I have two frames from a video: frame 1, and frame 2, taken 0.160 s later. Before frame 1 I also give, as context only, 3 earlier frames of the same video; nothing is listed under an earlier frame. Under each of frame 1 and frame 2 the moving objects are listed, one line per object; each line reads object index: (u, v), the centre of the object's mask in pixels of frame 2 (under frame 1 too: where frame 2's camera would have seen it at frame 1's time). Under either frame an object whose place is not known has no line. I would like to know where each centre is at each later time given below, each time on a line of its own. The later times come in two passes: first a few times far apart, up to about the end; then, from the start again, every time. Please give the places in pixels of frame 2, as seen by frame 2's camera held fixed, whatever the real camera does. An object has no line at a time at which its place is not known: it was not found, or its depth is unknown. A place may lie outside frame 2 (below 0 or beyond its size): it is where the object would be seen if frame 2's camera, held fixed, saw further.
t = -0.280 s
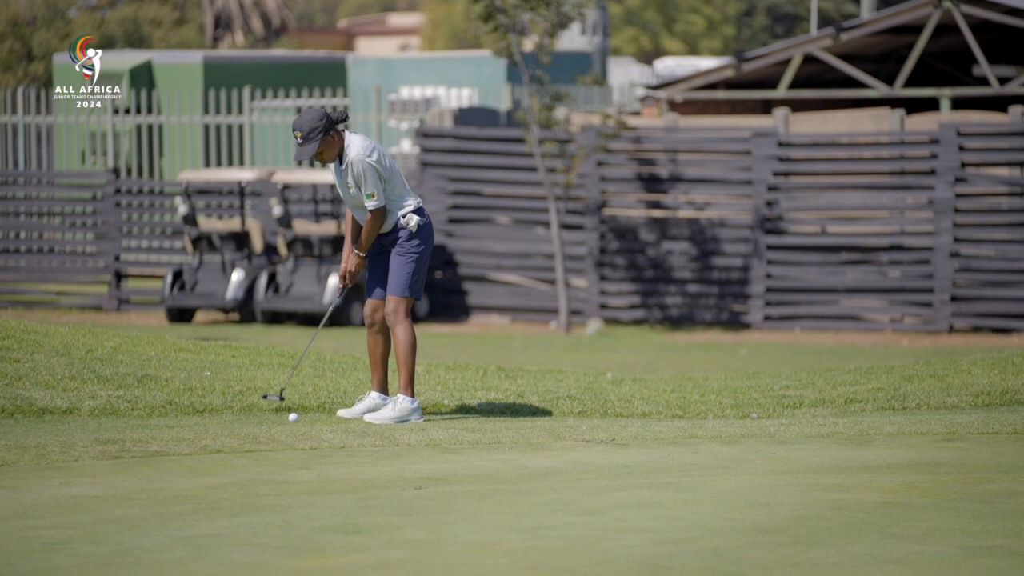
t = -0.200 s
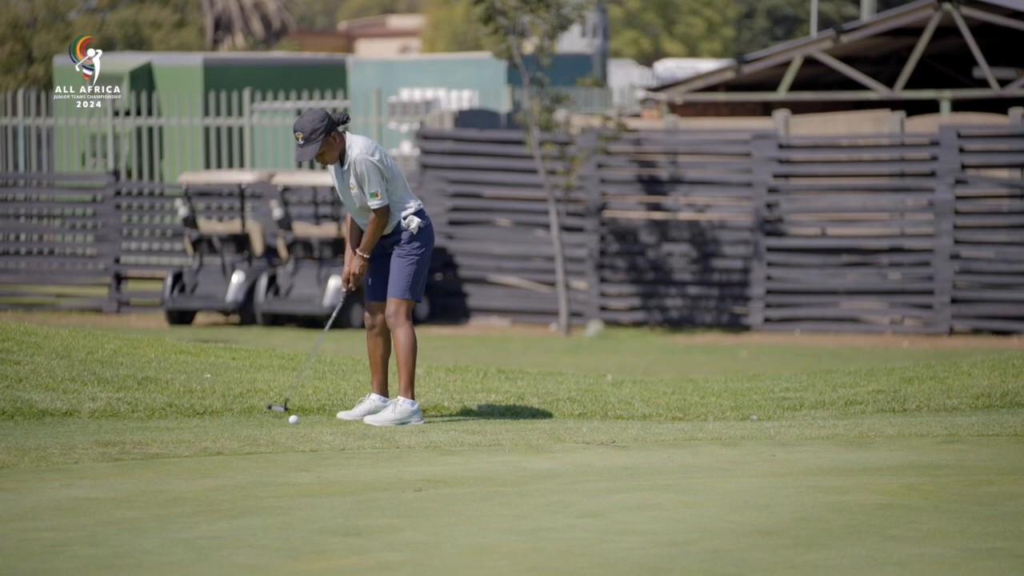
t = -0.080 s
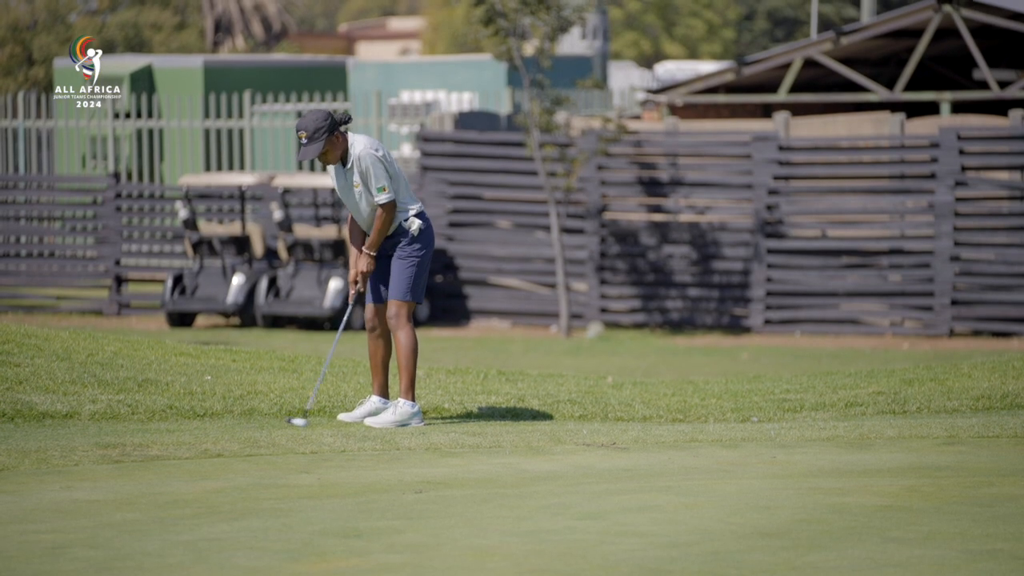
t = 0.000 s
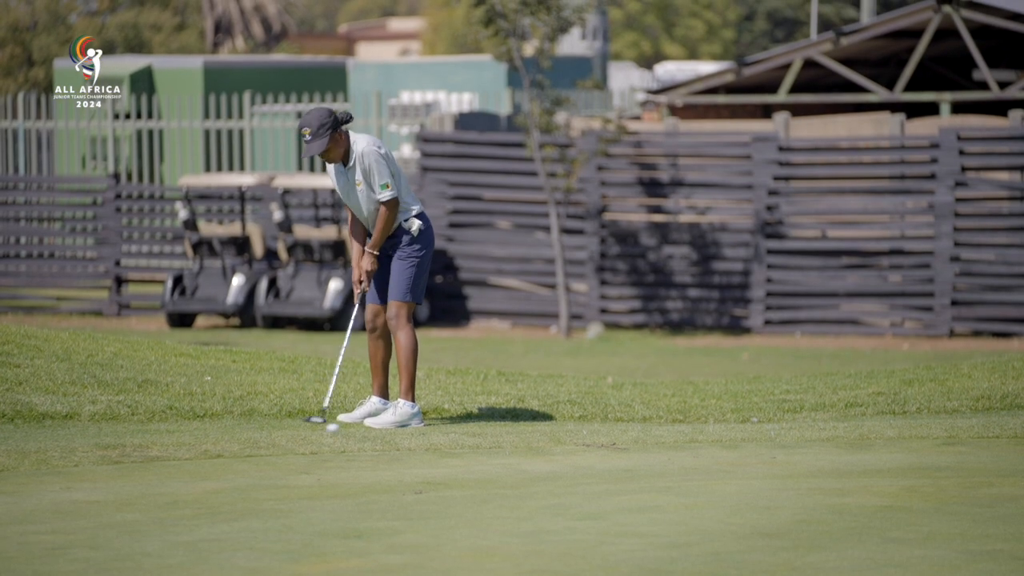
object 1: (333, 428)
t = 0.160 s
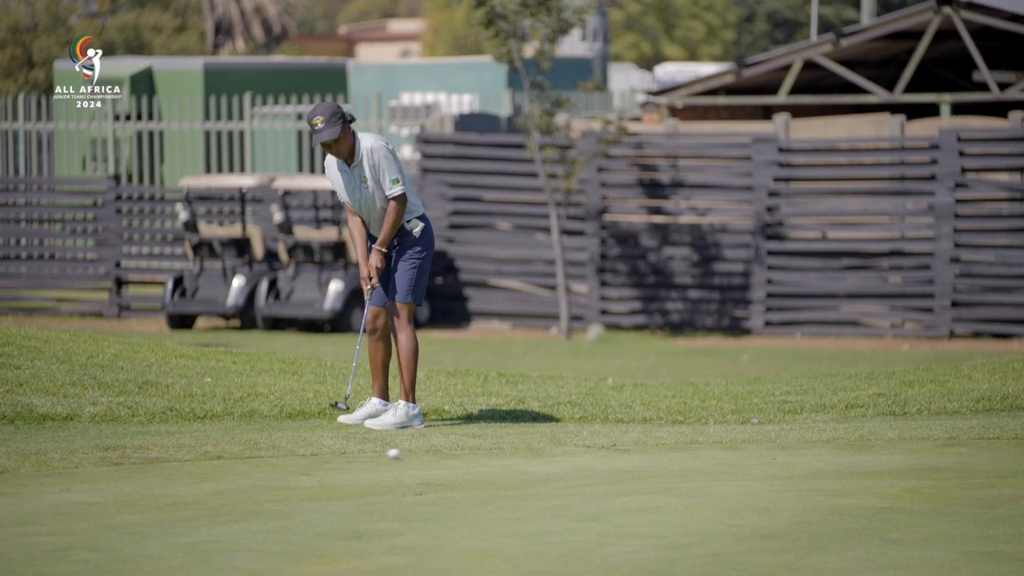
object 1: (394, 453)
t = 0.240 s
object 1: (420, 456)
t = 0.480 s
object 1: (504, 481)
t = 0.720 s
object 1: (593, 500)
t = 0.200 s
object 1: (406, 453)
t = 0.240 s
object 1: (420, 456)
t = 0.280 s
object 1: (434, 464)
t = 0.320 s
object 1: (447, 465)
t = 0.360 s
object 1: (460, 468)
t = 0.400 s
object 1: (475, 475)
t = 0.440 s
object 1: (490, 477)
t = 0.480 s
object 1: (504, 481)
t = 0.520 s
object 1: (519, 485)
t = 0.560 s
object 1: (533, 488)
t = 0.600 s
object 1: (549, 490)
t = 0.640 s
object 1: (564, 494)
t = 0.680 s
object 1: (579, 497)
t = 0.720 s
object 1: (593, 500)
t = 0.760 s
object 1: (608, 503)
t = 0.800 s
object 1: (623, 507)
